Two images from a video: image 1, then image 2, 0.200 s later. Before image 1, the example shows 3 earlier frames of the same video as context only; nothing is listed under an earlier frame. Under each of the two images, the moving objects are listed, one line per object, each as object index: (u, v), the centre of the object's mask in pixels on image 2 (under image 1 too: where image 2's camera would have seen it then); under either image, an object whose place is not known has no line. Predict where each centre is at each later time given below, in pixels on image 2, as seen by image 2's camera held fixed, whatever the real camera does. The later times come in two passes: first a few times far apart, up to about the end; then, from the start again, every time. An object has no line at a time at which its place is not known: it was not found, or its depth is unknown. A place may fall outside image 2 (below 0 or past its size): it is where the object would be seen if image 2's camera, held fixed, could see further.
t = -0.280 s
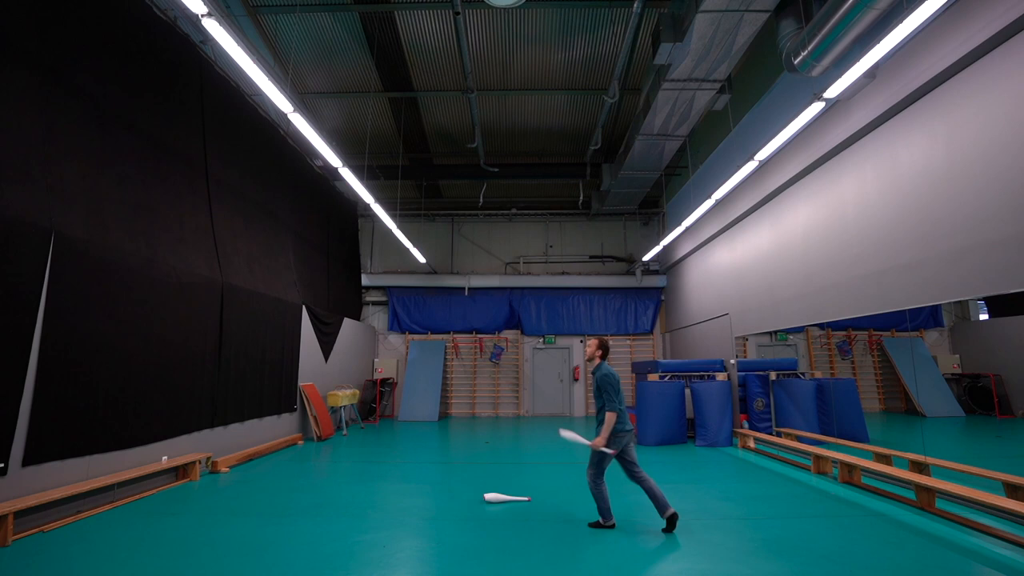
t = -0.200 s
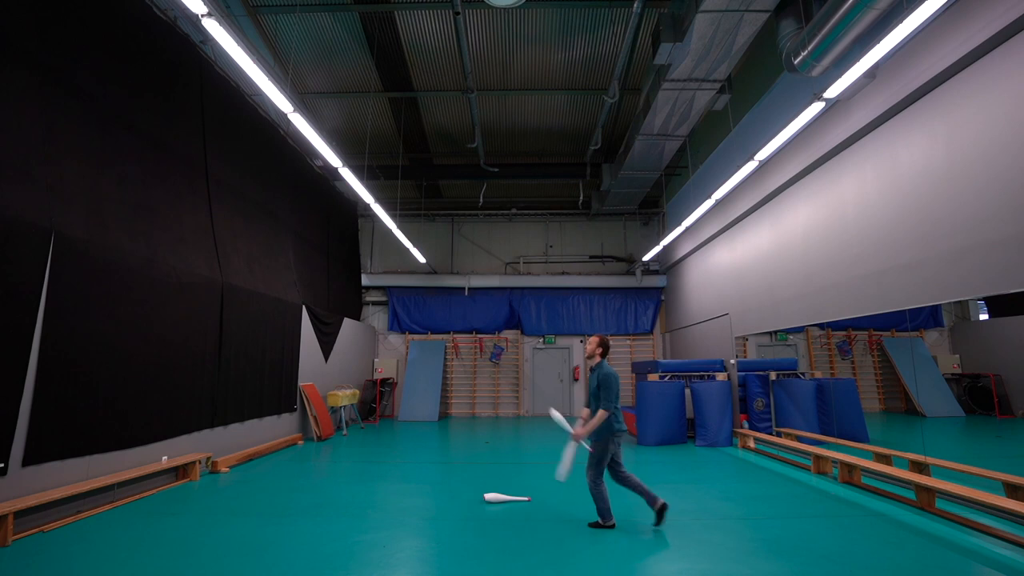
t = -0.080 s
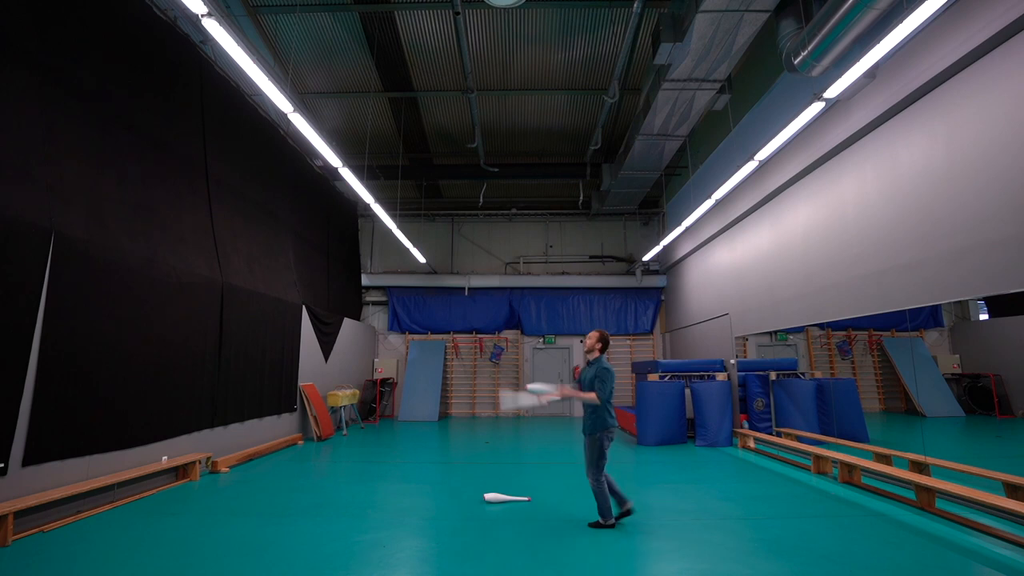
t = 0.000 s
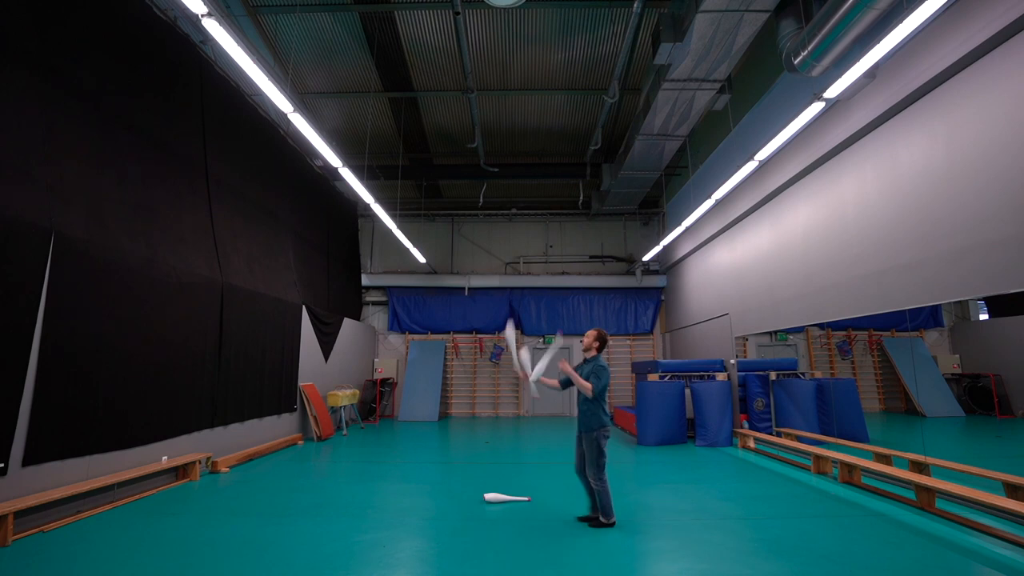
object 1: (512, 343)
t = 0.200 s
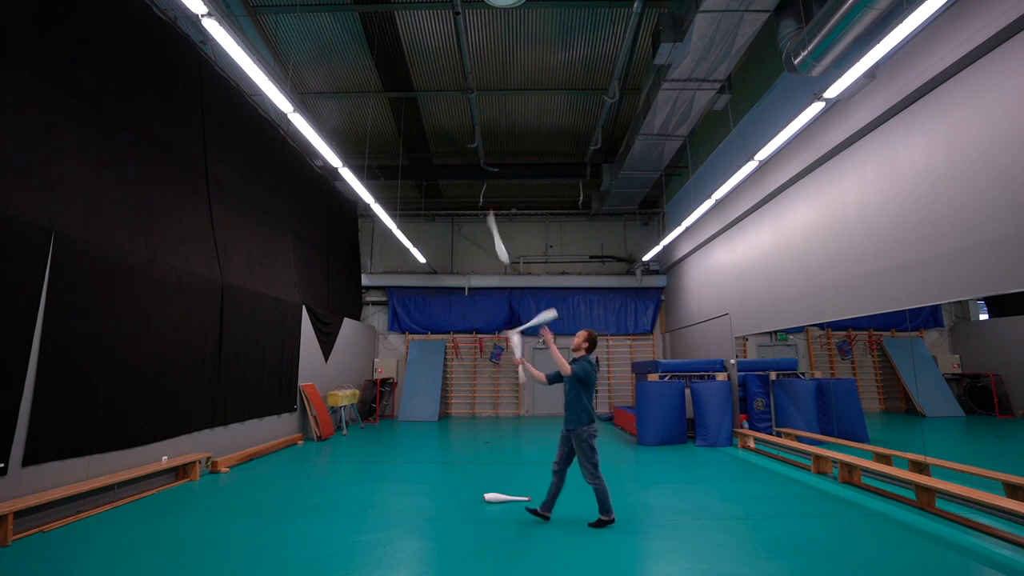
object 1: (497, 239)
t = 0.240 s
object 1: (494, 228)
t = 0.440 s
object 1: (482, 177)
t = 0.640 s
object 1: (468, 162)
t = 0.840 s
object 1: (457, 191)
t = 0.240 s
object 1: (494, 228)
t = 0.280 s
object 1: (490, 215)
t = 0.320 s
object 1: (486, 201)
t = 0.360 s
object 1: (485, 189)
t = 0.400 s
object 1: (485, 182)
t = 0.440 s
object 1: (482, 177)
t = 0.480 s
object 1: (477, 173)
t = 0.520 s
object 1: (472, 167)
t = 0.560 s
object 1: (470, 162)
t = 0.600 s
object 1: (470, 161)
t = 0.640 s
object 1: (468, 162)
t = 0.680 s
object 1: (465, 164)
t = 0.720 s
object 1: (464, 166)
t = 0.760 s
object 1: (463, 172)
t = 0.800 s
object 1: (461, 181)
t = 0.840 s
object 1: (457, 191)
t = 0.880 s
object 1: (452, 202)
